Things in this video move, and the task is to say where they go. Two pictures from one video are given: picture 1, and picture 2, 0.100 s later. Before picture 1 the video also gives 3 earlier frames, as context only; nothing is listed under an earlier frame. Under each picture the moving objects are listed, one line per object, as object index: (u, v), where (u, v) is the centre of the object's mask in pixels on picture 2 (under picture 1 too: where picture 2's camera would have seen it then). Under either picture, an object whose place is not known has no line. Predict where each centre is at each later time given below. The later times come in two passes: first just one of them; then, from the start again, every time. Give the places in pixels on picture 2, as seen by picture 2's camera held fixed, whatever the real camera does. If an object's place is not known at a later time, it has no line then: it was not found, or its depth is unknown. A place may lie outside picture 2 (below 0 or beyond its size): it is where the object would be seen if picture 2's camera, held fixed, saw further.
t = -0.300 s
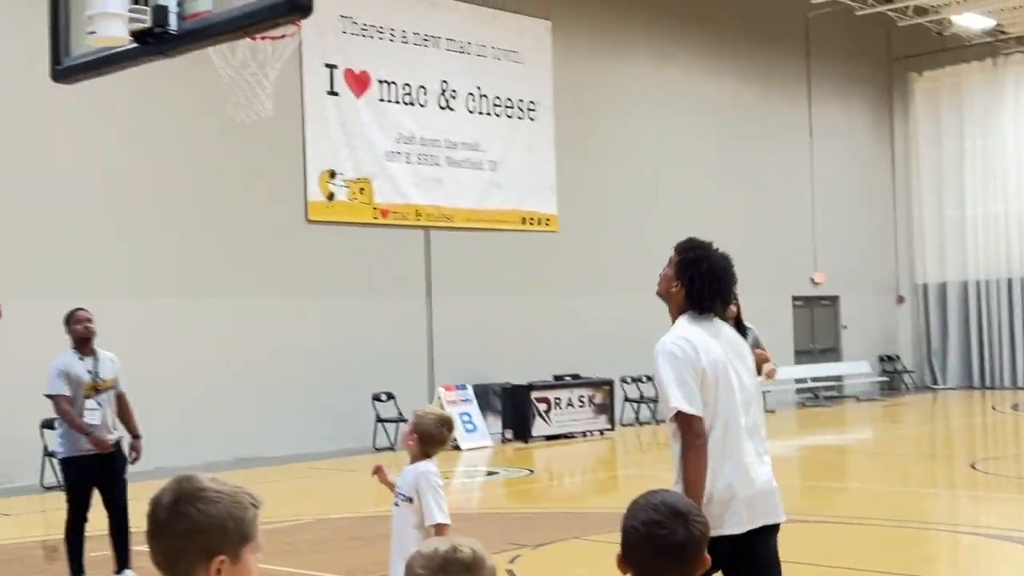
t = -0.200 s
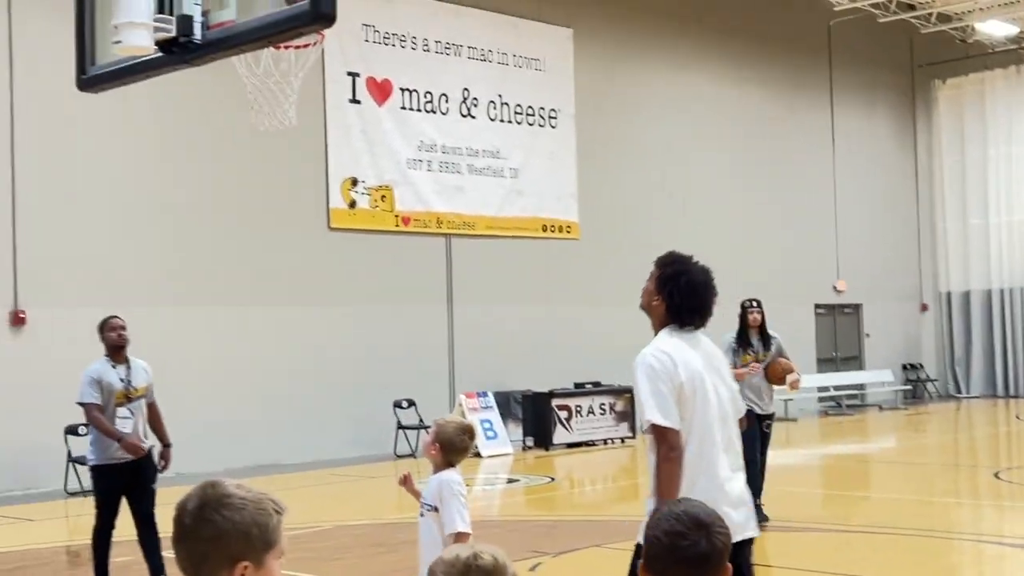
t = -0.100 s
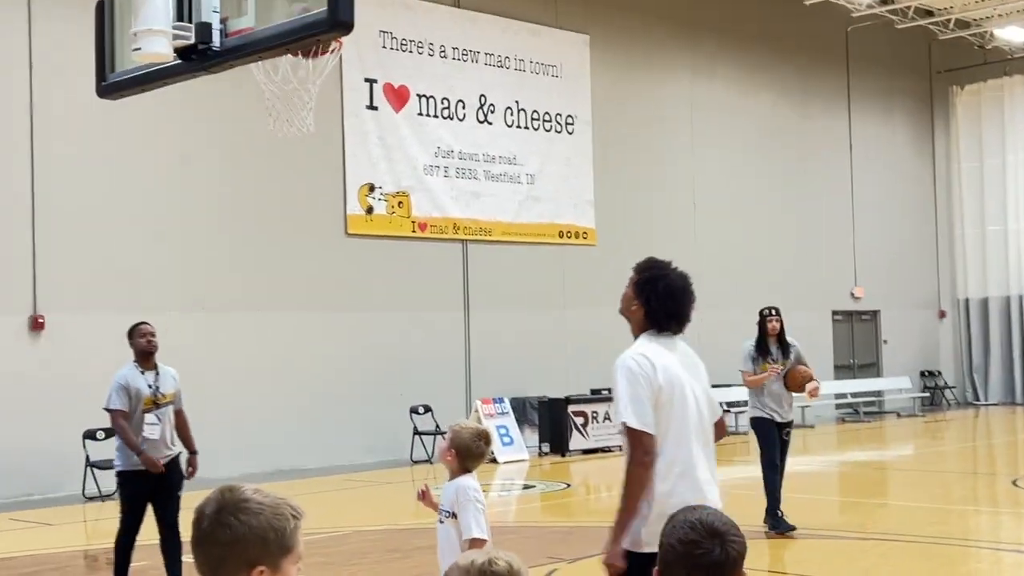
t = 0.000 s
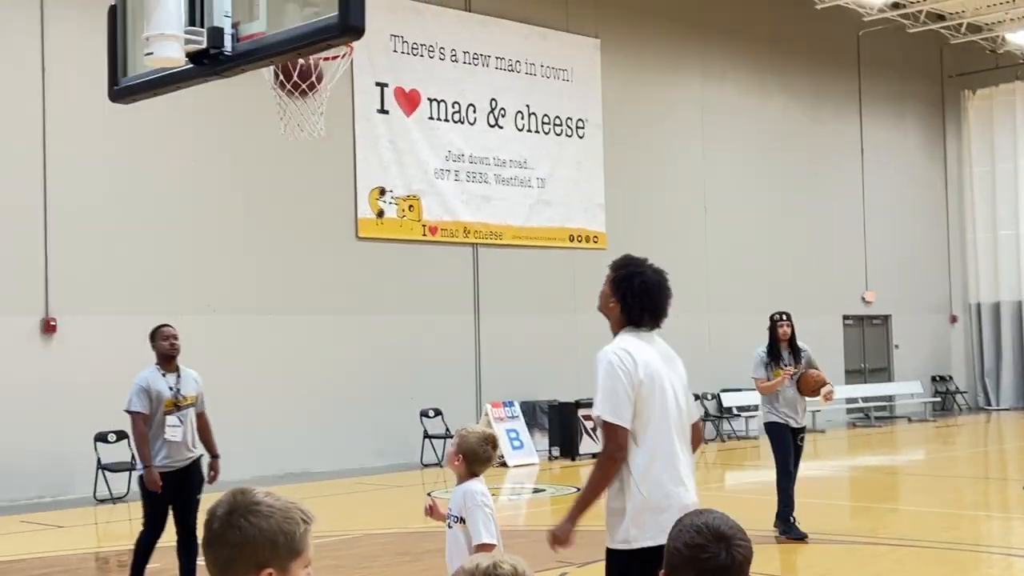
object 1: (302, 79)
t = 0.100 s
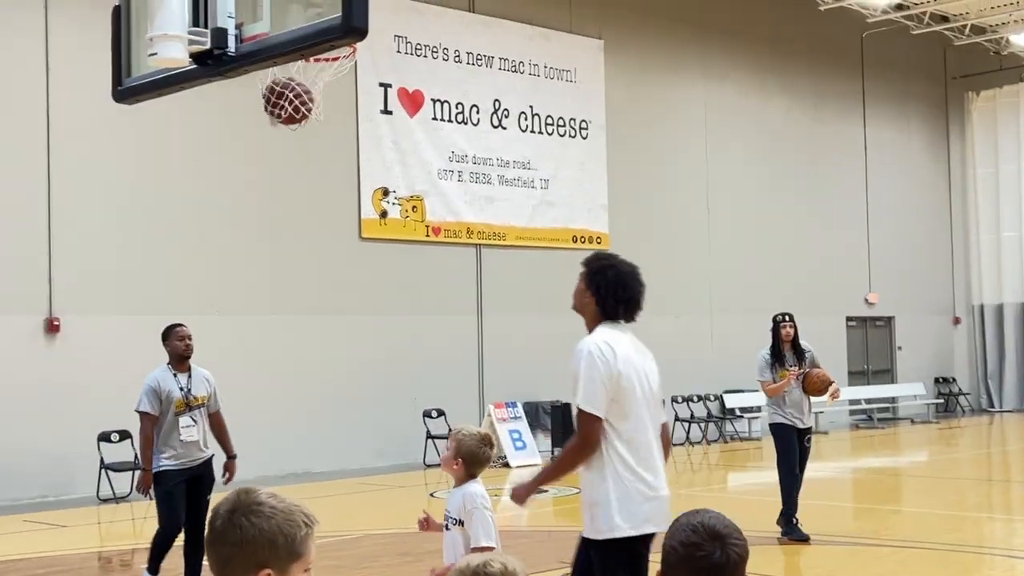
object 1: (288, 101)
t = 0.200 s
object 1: (283, 114)
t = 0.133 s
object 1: (286, 103)
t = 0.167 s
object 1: (284, 108)
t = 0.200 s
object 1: (283, 114)
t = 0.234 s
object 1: (283, 122)
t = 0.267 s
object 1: (283, 132)
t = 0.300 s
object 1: (283, 145)
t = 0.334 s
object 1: (284, 160)
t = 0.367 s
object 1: (284, 178)
